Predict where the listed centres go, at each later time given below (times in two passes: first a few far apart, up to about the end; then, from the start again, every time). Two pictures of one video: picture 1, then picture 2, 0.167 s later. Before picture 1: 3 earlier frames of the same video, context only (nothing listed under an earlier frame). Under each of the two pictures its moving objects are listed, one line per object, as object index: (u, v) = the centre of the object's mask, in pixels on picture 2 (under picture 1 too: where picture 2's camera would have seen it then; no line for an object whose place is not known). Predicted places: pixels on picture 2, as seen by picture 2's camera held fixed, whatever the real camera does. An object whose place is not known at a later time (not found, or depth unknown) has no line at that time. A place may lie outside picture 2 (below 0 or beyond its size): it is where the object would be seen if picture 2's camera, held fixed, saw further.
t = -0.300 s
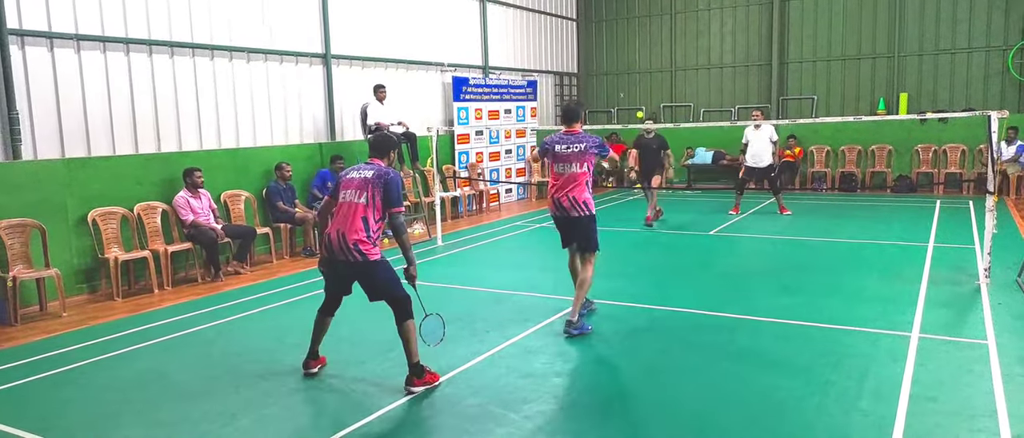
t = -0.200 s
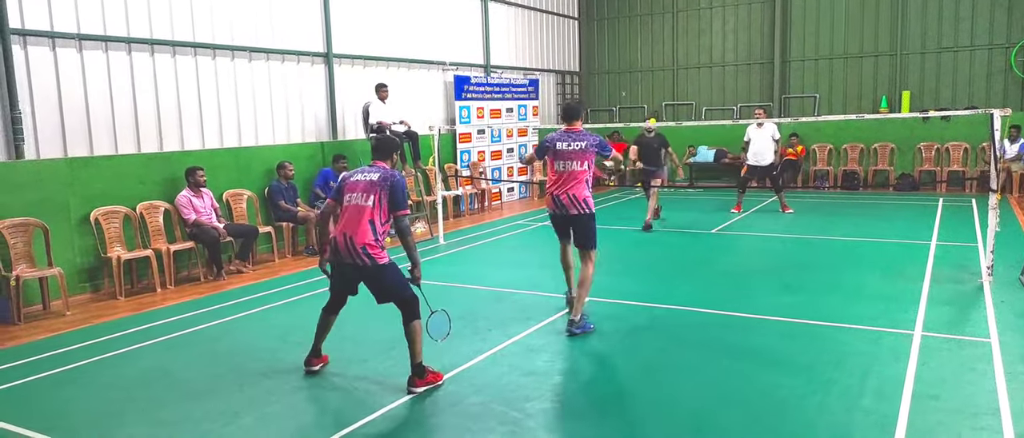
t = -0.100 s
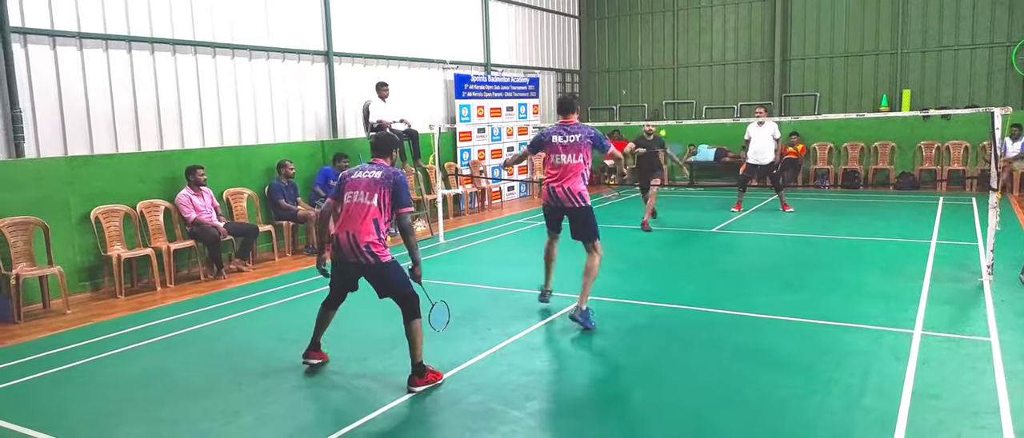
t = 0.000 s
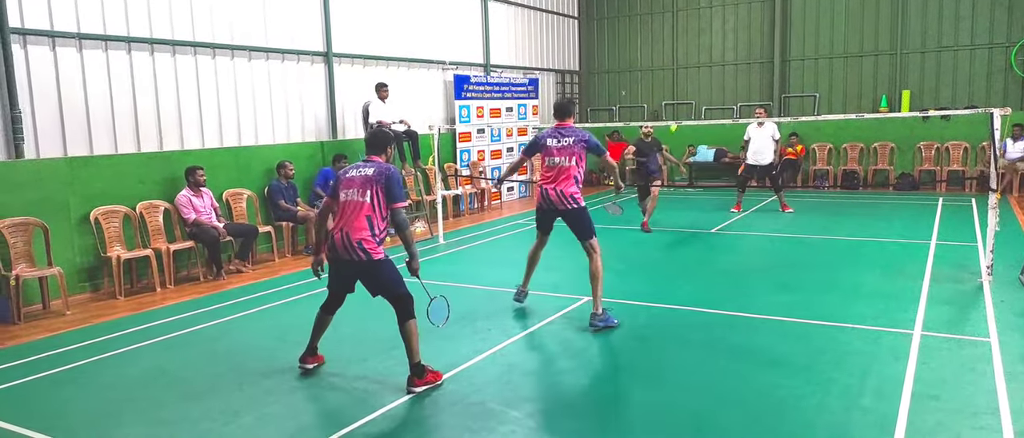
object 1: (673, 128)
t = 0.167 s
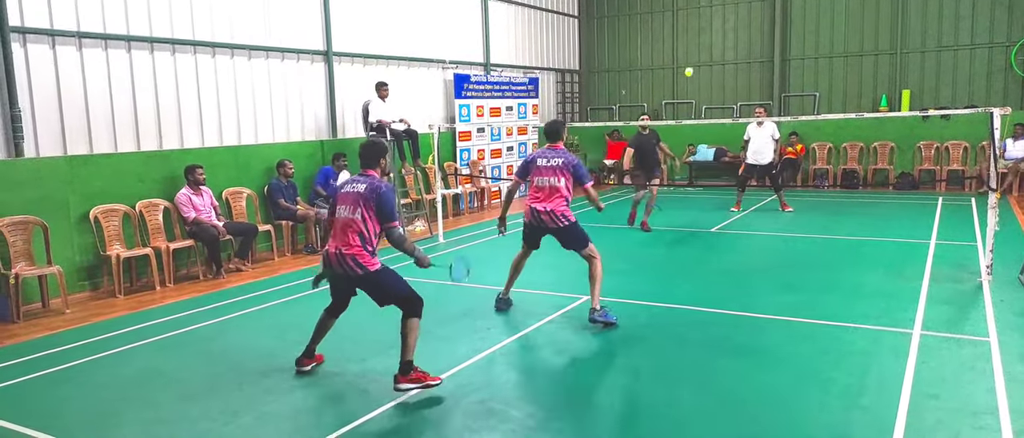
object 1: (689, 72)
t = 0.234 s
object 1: (694, 58)
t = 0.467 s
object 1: (717, 51)
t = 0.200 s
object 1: (691, 64)
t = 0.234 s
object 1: (694, 58)
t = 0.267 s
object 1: (697, 52)
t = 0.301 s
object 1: (700, 48)
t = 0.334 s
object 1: (703, 46)
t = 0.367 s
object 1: (706, 45)
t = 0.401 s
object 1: (709, 45)
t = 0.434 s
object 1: (713, 47)
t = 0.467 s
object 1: (717, 51)
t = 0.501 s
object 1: (720, 58)
